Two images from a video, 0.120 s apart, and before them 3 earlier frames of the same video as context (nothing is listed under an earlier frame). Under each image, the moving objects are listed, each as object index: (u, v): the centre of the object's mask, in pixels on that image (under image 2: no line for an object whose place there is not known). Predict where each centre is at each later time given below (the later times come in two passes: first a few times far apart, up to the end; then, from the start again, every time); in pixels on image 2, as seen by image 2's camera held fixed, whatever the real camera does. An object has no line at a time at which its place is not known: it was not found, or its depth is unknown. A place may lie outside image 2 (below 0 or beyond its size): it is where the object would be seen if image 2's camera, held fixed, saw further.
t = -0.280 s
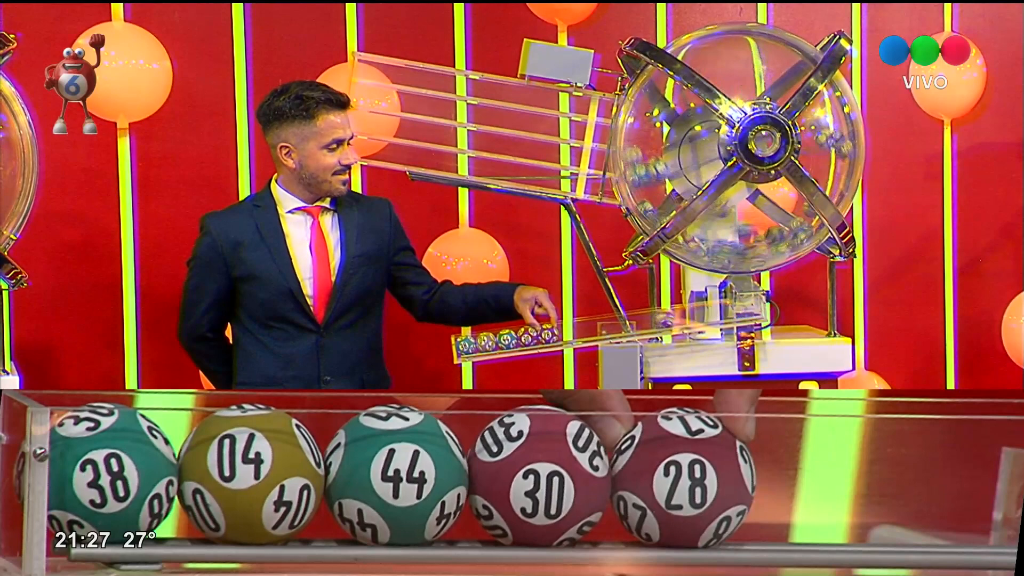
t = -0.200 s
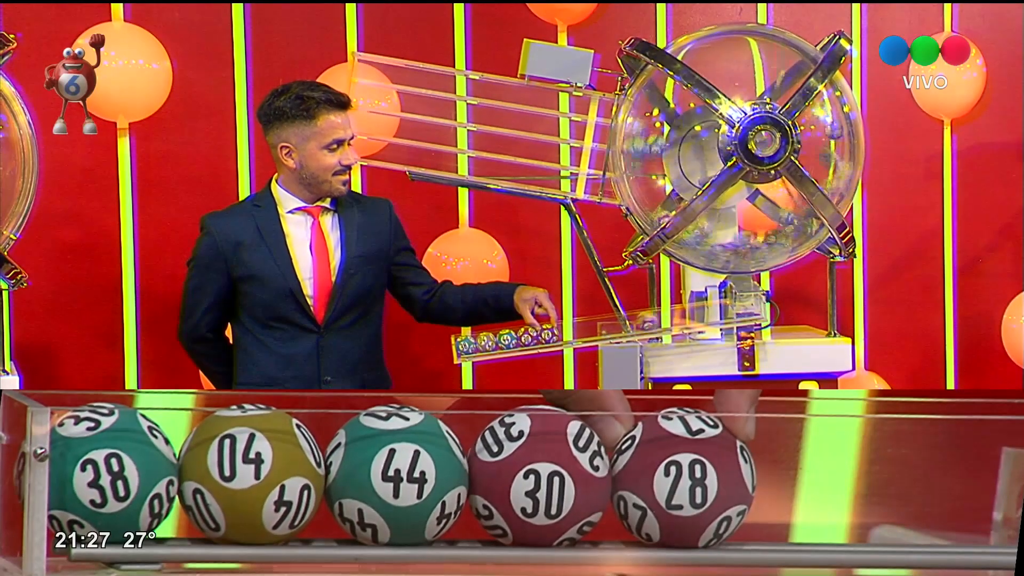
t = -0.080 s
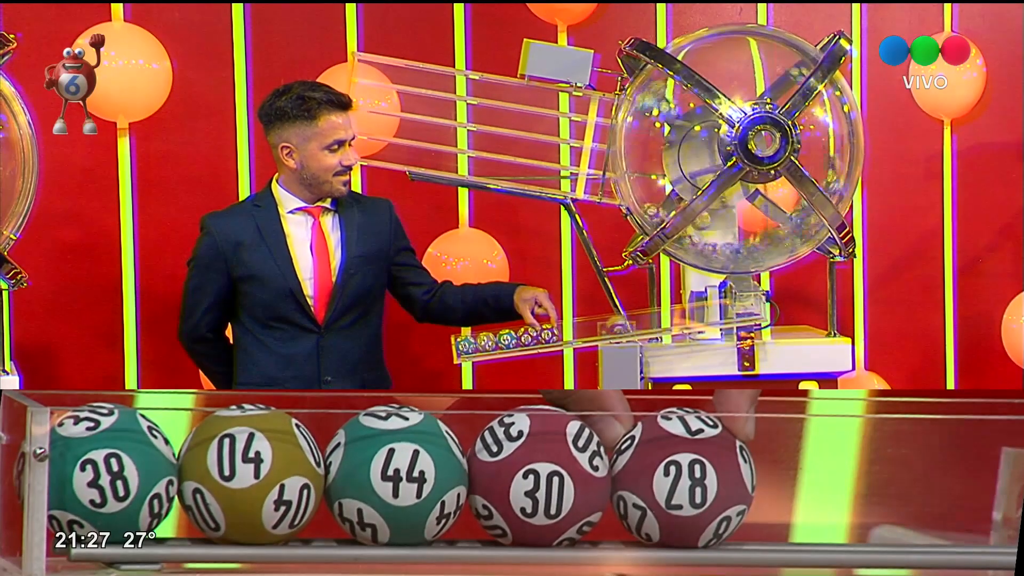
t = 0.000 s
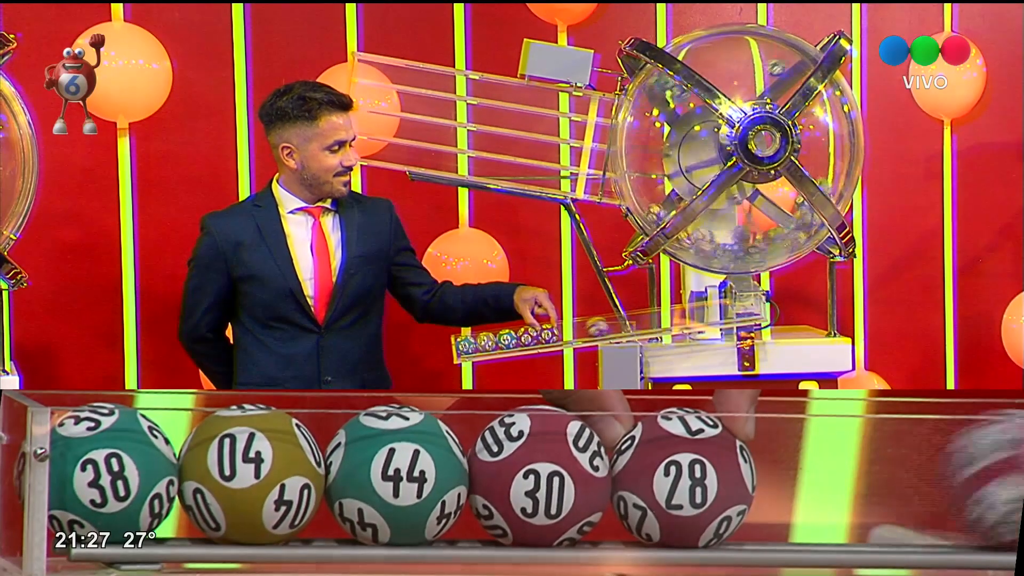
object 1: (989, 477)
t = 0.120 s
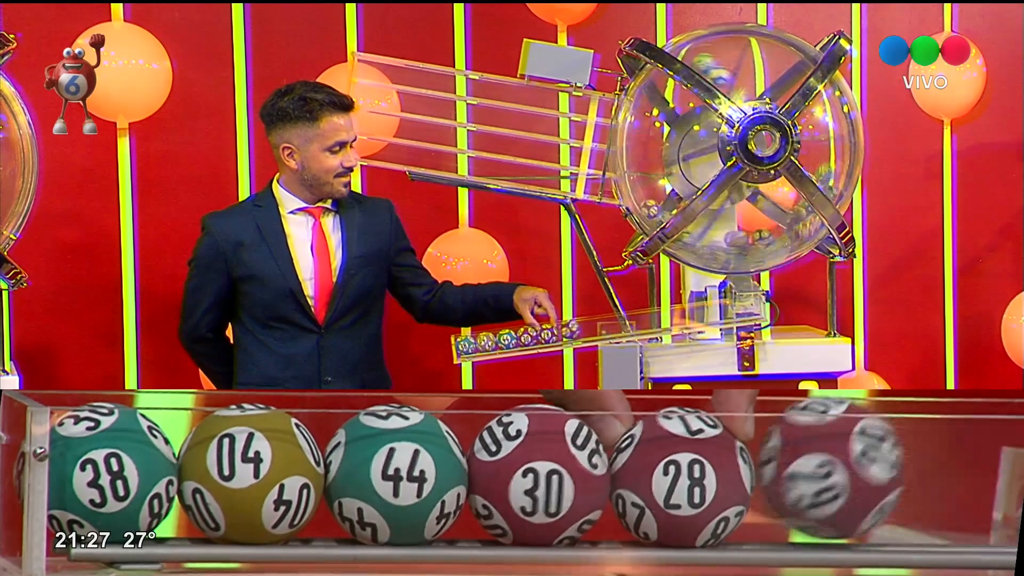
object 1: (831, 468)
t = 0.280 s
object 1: (858, 479)
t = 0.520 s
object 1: (828, 480)
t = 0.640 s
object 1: (828, 480)
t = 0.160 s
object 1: (847, 476)
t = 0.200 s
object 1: (857, 478)
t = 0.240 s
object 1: (859, 478)
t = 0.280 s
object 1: (858, 479)
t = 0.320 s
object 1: (856, 480)
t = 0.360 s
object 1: (849, 479)
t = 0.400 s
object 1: (840, 479)
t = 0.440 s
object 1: (828, 479)
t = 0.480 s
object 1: (828, 480)
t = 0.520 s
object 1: (828, 480)
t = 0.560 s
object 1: (827, 480)
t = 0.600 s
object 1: (828, 480)
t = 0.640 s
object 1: (828, 480)
